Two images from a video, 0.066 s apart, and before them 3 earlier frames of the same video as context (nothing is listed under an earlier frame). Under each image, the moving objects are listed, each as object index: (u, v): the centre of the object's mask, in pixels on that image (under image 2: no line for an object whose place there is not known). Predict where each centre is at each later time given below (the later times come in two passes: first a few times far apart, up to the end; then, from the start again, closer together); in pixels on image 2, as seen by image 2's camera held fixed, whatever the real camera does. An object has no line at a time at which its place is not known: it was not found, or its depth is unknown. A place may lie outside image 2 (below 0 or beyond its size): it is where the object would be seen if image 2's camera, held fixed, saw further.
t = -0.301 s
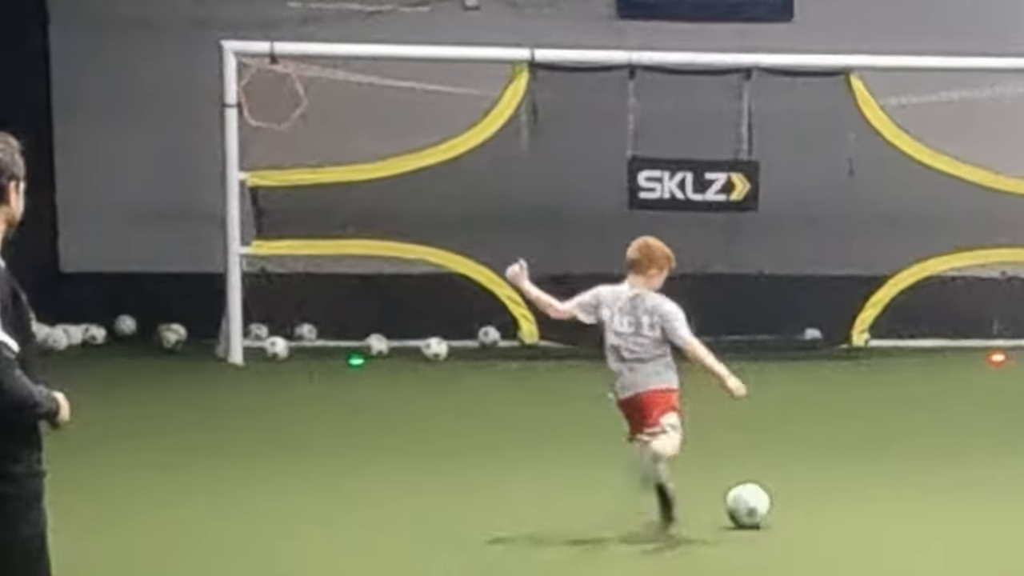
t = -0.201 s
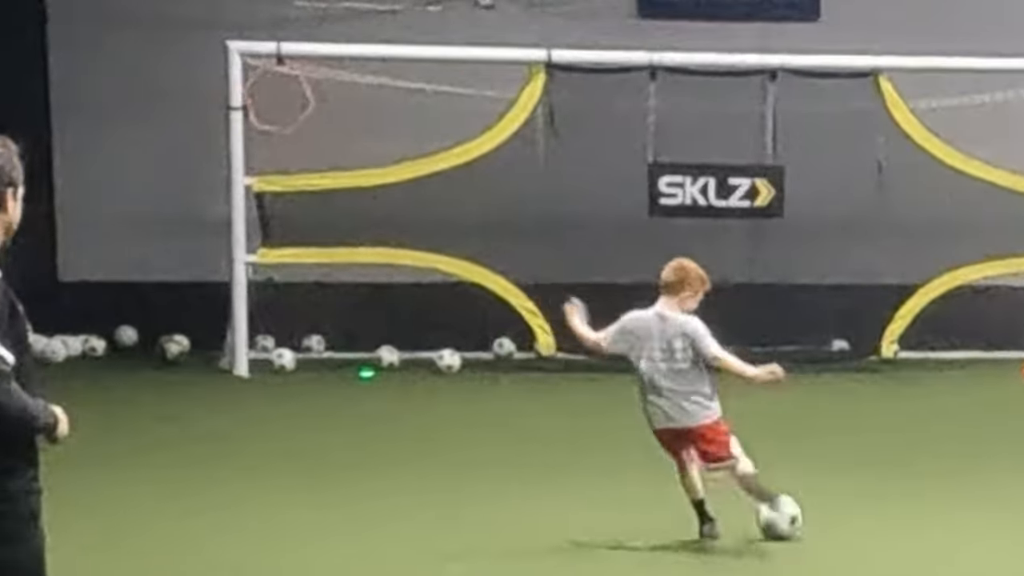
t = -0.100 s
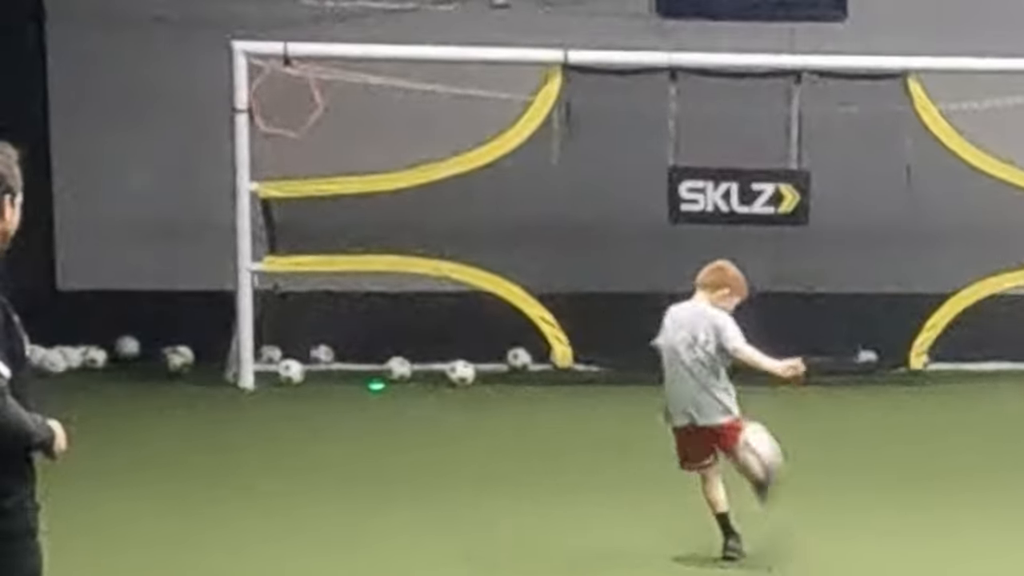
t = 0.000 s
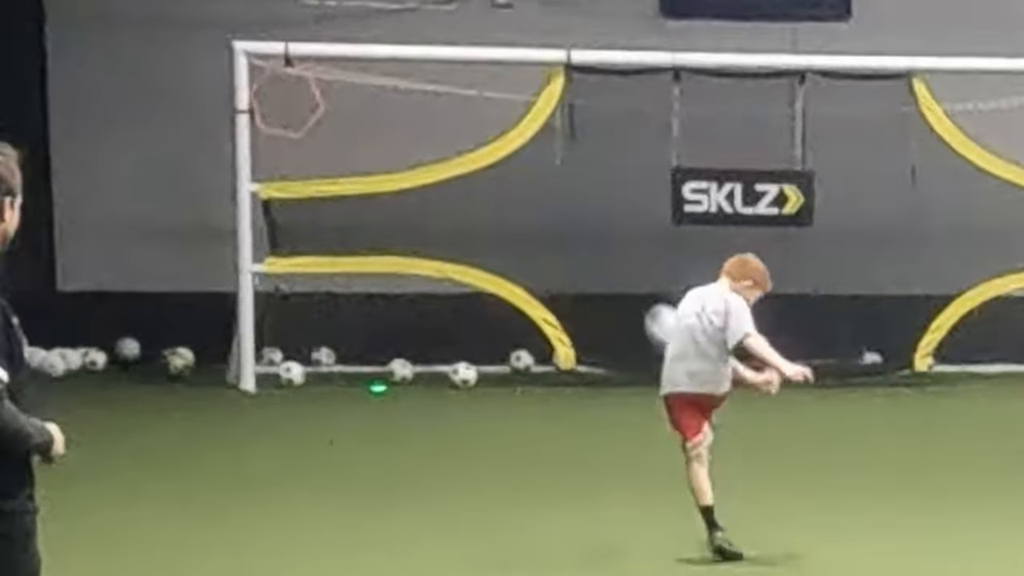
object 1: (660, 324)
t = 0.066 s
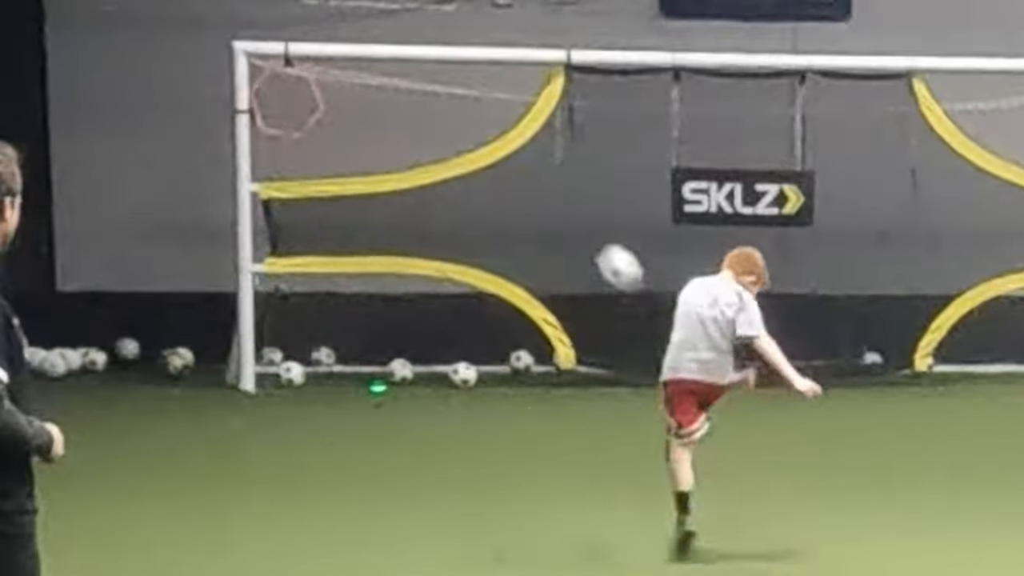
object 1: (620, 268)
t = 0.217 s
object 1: (520, 168)
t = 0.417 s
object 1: (408, 108)
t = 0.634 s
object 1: (312, 102)
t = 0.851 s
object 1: (277, 145)
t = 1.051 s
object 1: (369, 249)
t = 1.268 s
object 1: (452, 331)
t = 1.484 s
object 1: (507, 264)
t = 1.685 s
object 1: (561, 253)
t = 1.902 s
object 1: (619, 296)
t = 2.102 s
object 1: (674, 356)
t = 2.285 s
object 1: (720, 319)
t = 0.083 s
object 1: (608, 254)
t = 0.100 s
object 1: (596, 241)
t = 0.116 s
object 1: (584, 228)
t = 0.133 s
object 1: (572, 218)
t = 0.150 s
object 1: (561, 207)
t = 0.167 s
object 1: (550, 198)
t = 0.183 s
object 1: (539, 187)
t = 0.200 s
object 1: (529, 179)
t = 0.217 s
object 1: (520, 168)
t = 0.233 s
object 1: (511, 161)
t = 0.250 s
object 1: (501, 155)
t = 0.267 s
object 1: (492, 148)
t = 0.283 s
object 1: (478, 140)
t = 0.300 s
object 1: (470, 134)
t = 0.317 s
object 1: (460, 129)
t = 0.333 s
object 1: (452, 126)
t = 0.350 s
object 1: (442, 120)
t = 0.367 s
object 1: (434, 116)
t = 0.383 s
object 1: (425, 113)
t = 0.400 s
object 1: (417, 110)
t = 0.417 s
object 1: (408, 108)
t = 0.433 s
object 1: (400, 105)
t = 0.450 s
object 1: (391, 103)
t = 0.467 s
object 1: (384, 102)
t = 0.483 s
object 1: (377, 101)
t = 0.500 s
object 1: (370, 99)
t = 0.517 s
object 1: (362, 98)
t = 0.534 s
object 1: (354, 98)
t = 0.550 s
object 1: (345, 98)
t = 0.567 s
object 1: (338, 99)
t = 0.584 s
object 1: (331, 99)
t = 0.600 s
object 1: (325, 99)
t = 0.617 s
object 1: (318, 101)
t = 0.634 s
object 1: (312, 102)
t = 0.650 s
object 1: (305, 104)
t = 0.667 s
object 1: (299, 106)
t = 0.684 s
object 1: (292, 109)
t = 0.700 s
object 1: (284, 112)
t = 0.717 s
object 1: (279, 114)
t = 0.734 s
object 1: (274, 117)
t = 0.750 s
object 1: (267, 121)
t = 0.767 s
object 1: (263, 123)
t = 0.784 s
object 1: (261, 126)
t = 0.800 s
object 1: (261, 129)
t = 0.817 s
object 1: (265, 133)
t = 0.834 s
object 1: (272, 138)
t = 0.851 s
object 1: (277, 145)
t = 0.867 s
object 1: (283, 150)
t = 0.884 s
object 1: (292, 158)
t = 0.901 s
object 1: (298, 164)
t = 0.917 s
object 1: (306, 169)
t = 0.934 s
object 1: (312, 175)
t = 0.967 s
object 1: (331, 203)
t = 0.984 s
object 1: (337, 211)
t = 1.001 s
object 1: (344, 220)
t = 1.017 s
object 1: (353, 229)
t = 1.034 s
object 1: (361, 241)
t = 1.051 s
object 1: (369, 249)
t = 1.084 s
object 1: (383, 278)
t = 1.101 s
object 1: (389, 286)
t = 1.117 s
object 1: (396, 298)
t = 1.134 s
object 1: (402, 310)
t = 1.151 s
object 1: (410, 322)
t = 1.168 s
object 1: (417, 335)
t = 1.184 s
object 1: (423, 348)
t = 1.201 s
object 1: (430, 360)
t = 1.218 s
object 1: (435, 357)
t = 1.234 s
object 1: (441, 349)
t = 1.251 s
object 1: (446, 339)
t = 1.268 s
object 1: (452, 331)
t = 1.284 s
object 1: (456, 323)
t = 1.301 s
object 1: (461, 316)
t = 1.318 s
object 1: (466, 309)
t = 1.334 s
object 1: (469, 303)
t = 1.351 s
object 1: (473, 298)
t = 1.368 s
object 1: (476, 296)
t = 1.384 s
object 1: (482, 293)
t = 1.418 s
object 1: (495, 271)
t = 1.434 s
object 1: (497, 269)
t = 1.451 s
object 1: (500, 266)
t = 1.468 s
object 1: (504, 265)
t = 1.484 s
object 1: (507, 264)
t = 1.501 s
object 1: (514, 260)
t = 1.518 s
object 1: (516, 258)
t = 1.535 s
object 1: (523, 255)
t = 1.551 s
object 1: (527, 255)
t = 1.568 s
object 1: (531, 253)
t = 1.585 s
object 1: (535, 251)
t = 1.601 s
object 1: (540, 251)
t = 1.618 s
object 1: (545, 249)
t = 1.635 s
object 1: (547, 249)
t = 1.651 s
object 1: (552, 251)
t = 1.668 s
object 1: (556, 252)
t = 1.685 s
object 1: (561, 253)
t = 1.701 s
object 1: (566, 255)
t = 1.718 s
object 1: (570, 257)
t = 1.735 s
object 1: (575, 259)
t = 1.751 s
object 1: (578, 261)
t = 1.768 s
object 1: (583, 264)
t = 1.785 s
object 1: (588, 267)
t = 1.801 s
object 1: (592, 269)
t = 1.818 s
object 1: (597, 273)
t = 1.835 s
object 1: (599, 277)
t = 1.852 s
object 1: (605, 280)
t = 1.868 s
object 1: (611, 283)
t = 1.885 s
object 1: (616, 289)
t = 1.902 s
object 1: (619, 296)
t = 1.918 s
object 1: (625, 302)
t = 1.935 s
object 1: (626, 310)
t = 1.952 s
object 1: (633, 317)
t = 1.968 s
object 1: (637, 324)
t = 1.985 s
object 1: (642, 330)
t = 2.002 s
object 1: (646, 338)
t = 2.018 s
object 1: (650, 346)
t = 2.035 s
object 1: (655, 355)
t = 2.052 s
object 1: (658, 358)
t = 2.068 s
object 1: (665, 362)
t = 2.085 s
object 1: (668, 359)
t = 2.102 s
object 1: (674, 356)
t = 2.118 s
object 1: (678, 355)
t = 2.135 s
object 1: (681, 348)
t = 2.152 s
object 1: (686, 344)
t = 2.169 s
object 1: (690, 341)
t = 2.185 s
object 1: (694, 336)
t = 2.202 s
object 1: (698, 332)
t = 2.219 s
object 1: (702, 329)
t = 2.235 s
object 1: (706, 326)
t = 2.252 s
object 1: (710, 323)
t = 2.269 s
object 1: (715, 322)
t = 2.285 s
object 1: (720, 319)
